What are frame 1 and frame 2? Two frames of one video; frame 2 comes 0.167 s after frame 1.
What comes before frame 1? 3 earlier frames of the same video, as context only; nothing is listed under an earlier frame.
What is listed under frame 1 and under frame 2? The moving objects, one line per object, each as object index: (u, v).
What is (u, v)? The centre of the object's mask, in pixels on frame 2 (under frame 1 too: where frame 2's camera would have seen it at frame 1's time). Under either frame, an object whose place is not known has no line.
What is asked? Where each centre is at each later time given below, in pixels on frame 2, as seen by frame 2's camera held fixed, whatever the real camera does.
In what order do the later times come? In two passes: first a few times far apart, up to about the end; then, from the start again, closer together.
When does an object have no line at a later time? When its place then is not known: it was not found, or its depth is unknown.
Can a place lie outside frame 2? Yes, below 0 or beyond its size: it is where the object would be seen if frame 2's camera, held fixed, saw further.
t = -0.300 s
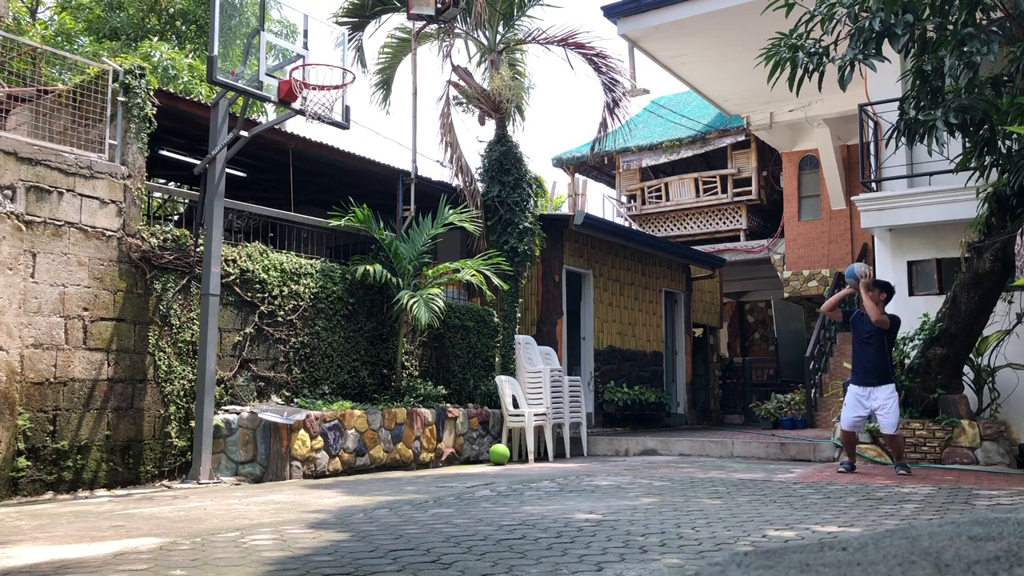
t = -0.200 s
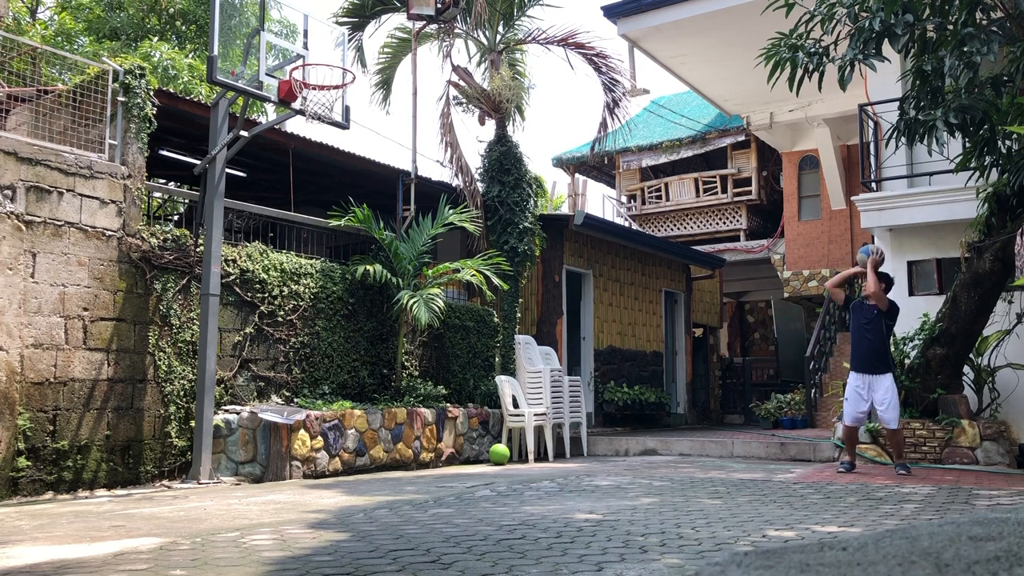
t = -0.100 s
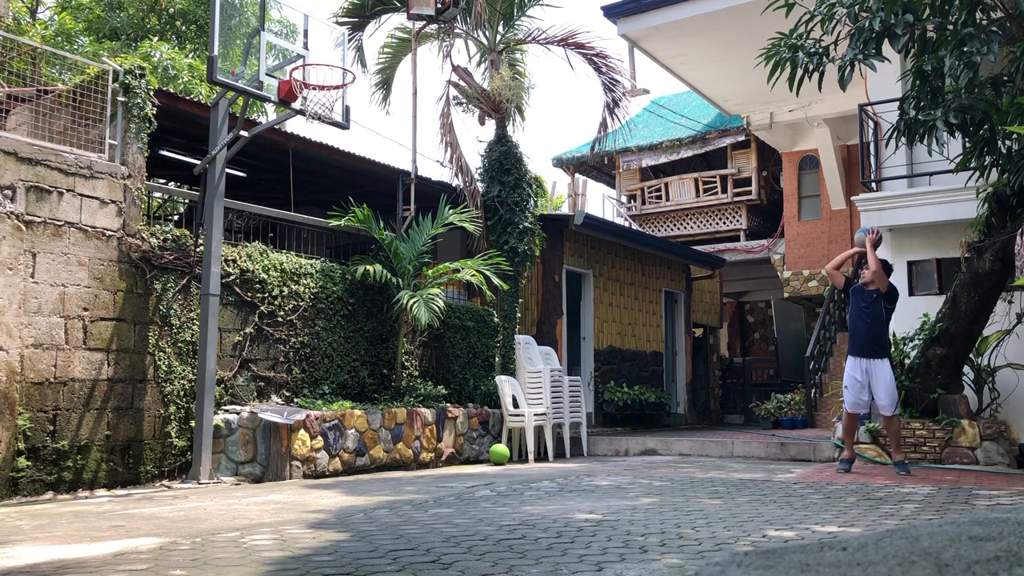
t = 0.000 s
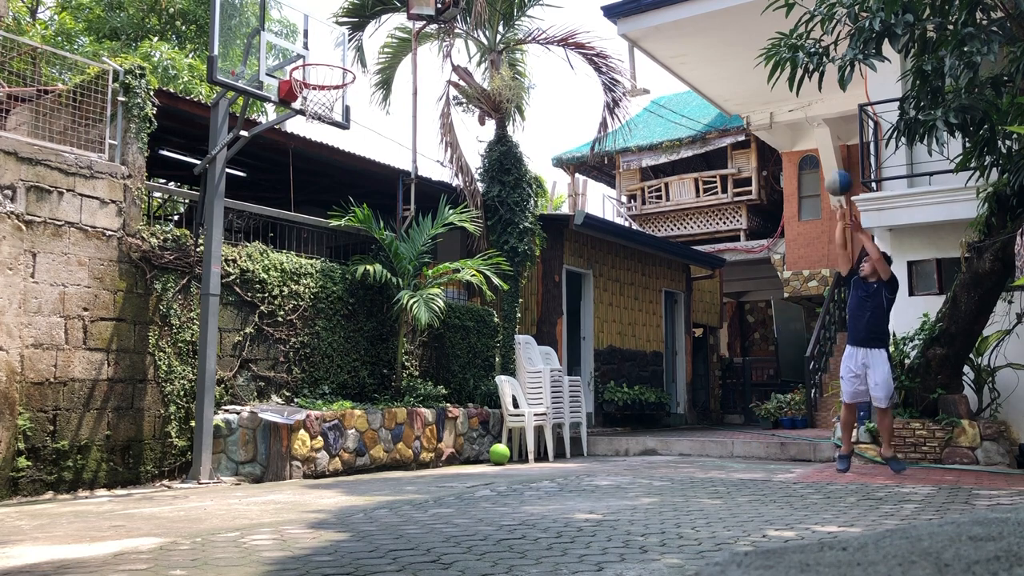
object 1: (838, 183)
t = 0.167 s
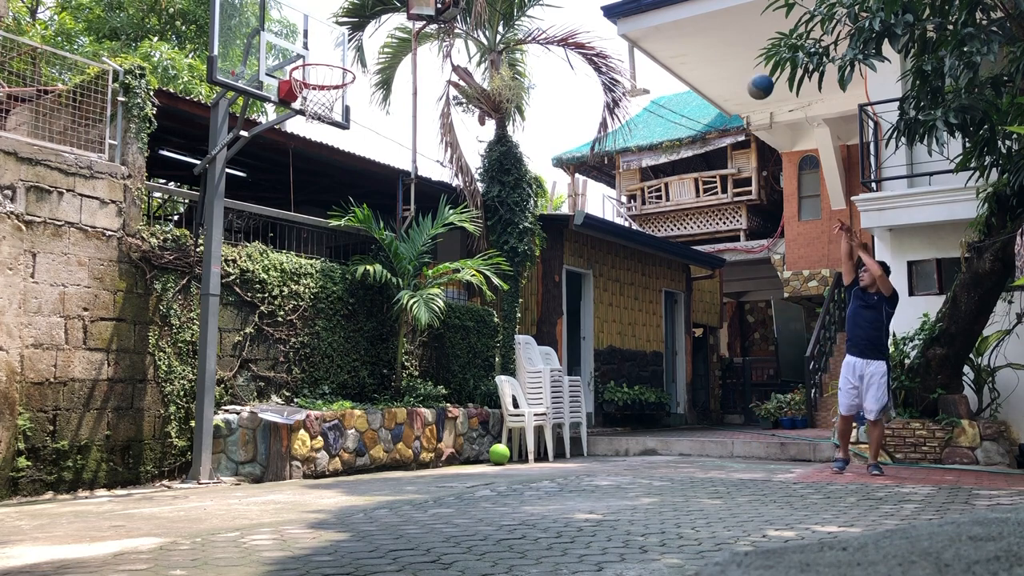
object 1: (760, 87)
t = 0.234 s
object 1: (729, 57)
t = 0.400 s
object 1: (653, 8)
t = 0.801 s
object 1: (472, 6)
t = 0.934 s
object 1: (408, 47)
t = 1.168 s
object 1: (334, 174)
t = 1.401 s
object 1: (285, 370)
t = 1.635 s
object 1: (272, 388)
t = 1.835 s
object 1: (281, 303)
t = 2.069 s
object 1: (289, 271)
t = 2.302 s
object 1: (294, 302)
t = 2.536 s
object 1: (297, 393)
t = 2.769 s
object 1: (307, 364)
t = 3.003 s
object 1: (331, 384)
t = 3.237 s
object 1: (336, 386)
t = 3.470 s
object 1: (332, 395)
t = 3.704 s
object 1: (325, 396)
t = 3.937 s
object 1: (324, 397)
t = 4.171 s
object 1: (326, 397)
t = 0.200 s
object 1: (745, 71)
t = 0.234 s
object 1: (729, 57)
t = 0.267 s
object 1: (714, 44)
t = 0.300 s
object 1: (699, 32)
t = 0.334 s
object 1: (684, 22)
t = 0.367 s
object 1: (669, 12)
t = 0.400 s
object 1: (653, 8)
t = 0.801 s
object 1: (472, 6)
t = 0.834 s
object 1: (455, 12)
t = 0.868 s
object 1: (439, 23)
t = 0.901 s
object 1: (423, 35)
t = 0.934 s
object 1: (408, 47)
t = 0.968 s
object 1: (390, 62)
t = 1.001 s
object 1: (375, 77)
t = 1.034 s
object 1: (360, 95)
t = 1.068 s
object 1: (353, 113)
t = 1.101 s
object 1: (347, 132)
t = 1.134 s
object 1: (340, 154)
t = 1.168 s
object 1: (334, 174)
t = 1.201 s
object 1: (328, 197)
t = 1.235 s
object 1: (321, 222)
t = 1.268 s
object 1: (315, 248)
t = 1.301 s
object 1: (308, 276)
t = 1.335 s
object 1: (301, 306)
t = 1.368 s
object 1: (293, 337)
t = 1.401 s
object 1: (285, 370)
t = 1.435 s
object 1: (278, 404)
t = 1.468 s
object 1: (270, 440)
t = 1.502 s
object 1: (264, 476)
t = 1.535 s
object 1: (266, 453)
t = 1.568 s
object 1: (267, 431)
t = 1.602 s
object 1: (270, 408)
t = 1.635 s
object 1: (272, 388)
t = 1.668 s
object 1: (274, 370)
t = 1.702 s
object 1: (276, 353)
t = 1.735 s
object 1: (277, 339)
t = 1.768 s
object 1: (279, 325)
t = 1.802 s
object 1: (280, 314)
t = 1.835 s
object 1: (281, 303)
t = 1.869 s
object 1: (282, 295)
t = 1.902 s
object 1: (284, 287)
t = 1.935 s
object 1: (286, 282)
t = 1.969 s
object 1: (287, 276)
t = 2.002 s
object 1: (288, 273)
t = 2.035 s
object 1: (288, 272)
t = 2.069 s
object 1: (289, 271)
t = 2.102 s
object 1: (290, 272)
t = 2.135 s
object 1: (291, 274)
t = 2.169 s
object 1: (292, 277)
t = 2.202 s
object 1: (293, 282)
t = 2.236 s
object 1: (293, 287)
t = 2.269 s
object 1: (294, 294)
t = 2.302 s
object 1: (294, 302)
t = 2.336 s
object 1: (295, 312)
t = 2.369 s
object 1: (295, 322)
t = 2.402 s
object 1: (296, 334)
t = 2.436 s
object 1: (296, 347)
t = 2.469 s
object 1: (296, 361)
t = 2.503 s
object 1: (297, 377)
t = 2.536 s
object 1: (297, 393)
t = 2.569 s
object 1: (297, 396)
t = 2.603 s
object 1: (298, 388)
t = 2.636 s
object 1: (298, 381)
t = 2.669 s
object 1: (299, 374)
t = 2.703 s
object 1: (300, 369)
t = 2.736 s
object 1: (303, 366)
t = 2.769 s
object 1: (307, 364)
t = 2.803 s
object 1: (310, 363)
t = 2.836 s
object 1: (314, 364)
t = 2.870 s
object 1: (318, 365)
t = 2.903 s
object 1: (320, 368)
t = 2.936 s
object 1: (324, 372)
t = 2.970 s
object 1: (327, 378)
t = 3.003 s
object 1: (331, 384)
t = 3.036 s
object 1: (334, 391)
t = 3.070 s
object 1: (338, 396)
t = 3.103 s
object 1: (337, 395)
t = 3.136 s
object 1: (336, 391)
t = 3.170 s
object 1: (337, 389)
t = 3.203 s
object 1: (337, 387)
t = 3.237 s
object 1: (336, 386)
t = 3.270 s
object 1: (336, 386)
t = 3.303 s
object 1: (336, 387)
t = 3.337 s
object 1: (336, 388)
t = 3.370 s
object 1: (335, 391)
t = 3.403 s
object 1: (334, 395)
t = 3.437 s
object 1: (333, 396)
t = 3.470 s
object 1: (332, 395)
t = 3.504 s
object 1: (331, 394)
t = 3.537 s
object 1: (330, 394)
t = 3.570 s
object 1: (329, 395)
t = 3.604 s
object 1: (327, 396)
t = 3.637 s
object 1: (326, 396)
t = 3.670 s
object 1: (326, 396)
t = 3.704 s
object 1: (325, 396)
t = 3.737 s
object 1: (325, 396)
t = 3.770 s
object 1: (325, 397)
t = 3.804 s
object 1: (324, 397)
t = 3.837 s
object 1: (324, 397)
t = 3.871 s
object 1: (324, 397)
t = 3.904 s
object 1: (324, 397)
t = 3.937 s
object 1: (324, 397)
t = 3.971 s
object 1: (325, 397)
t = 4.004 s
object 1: (325, 397)
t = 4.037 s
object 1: (325, 397)
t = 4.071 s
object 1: (325, 397)
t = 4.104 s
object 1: (326, 397)
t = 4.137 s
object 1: (326, 397)
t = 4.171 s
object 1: (326, 397)
